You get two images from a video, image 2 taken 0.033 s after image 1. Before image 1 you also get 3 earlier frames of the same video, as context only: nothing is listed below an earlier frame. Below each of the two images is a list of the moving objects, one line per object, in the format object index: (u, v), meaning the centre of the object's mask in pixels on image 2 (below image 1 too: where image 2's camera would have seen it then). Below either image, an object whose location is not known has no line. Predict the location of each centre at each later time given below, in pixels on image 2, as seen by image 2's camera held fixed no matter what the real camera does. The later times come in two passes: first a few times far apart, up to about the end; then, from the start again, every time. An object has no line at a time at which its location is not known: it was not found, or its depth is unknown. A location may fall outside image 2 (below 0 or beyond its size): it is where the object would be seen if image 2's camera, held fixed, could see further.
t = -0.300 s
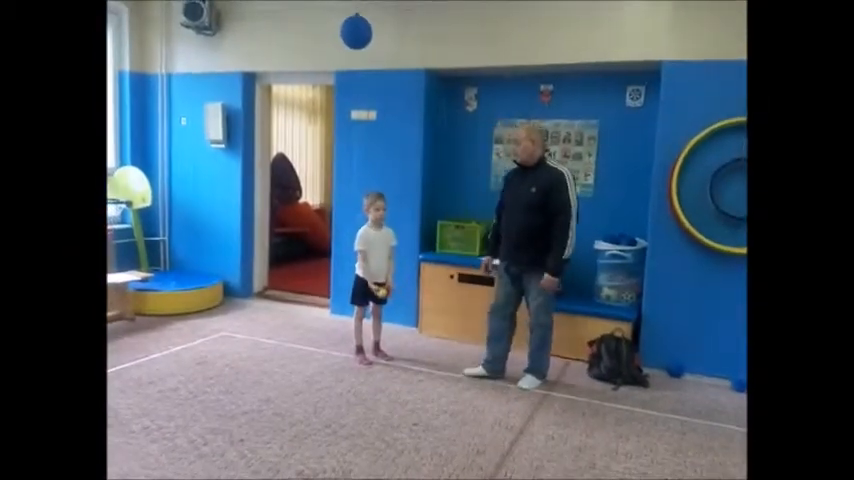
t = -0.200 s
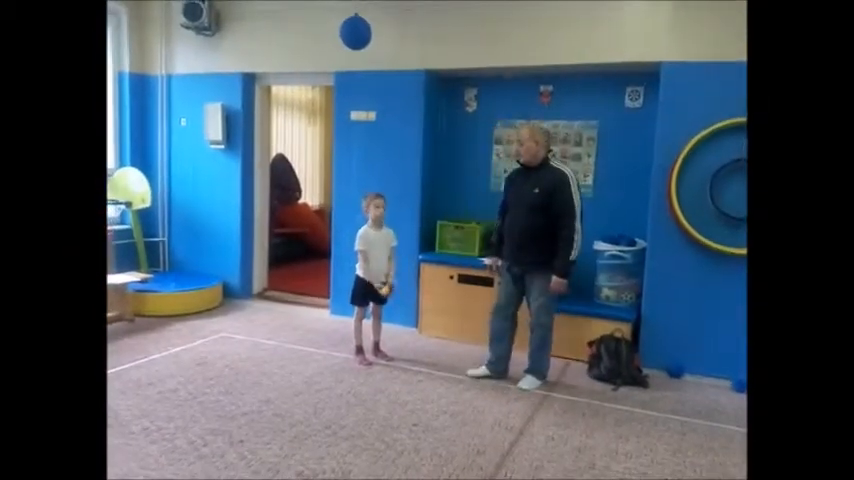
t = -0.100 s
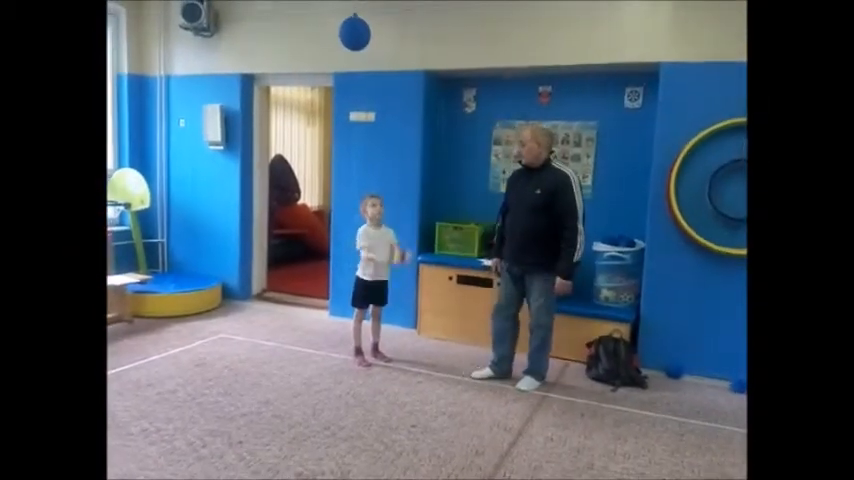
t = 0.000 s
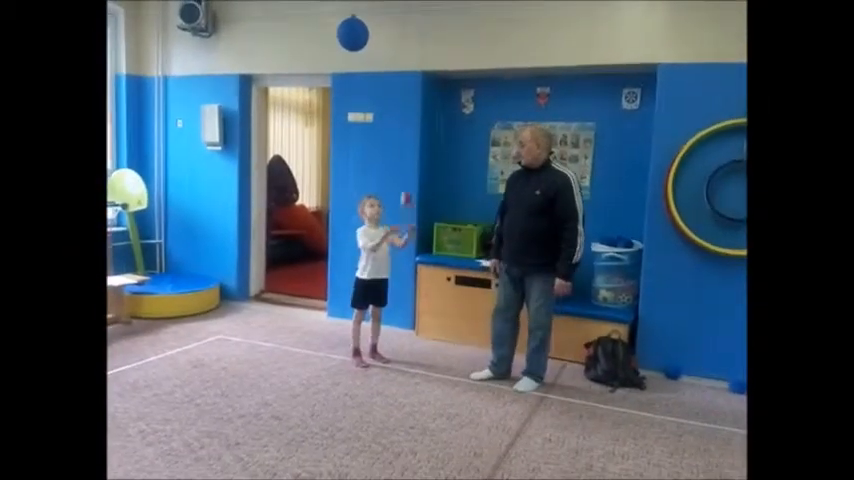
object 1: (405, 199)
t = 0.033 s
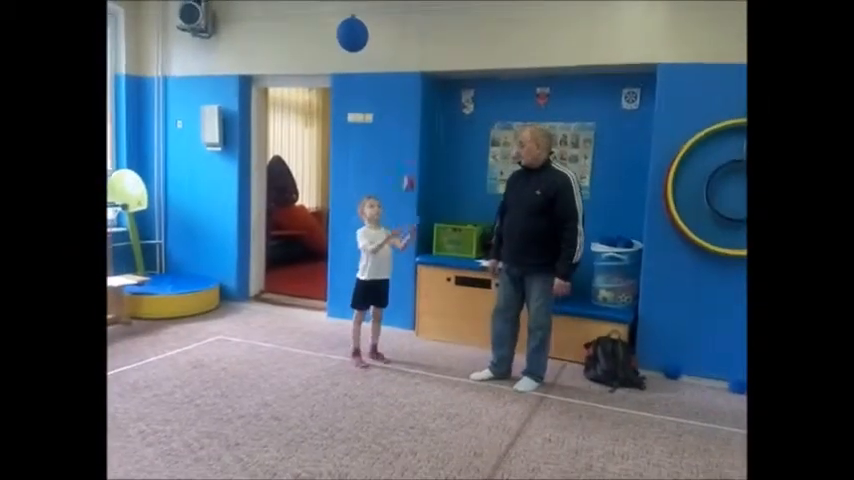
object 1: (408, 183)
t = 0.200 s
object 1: (425, 118)
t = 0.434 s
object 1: (444, 104)
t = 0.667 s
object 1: (458, 194)
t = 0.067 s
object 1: (410, 166)
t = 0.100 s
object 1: (416, 150)
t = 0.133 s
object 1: (419, 138)
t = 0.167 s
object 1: (422, 127)
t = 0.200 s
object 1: (425, 118)
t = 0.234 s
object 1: (426, 111)
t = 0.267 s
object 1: (430, 105)
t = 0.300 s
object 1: (433, 101)
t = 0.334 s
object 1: (435, 99)
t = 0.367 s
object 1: (438, 98)
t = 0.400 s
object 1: (441, 99)
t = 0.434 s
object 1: (444, 104)
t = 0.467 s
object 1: (446, 110)
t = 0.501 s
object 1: (449, 117)
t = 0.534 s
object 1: (451, 130)
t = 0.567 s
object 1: (452, 142)
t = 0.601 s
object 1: (453, 157)
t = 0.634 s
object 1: (456, 173)
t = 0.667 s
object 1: (458, 194)
